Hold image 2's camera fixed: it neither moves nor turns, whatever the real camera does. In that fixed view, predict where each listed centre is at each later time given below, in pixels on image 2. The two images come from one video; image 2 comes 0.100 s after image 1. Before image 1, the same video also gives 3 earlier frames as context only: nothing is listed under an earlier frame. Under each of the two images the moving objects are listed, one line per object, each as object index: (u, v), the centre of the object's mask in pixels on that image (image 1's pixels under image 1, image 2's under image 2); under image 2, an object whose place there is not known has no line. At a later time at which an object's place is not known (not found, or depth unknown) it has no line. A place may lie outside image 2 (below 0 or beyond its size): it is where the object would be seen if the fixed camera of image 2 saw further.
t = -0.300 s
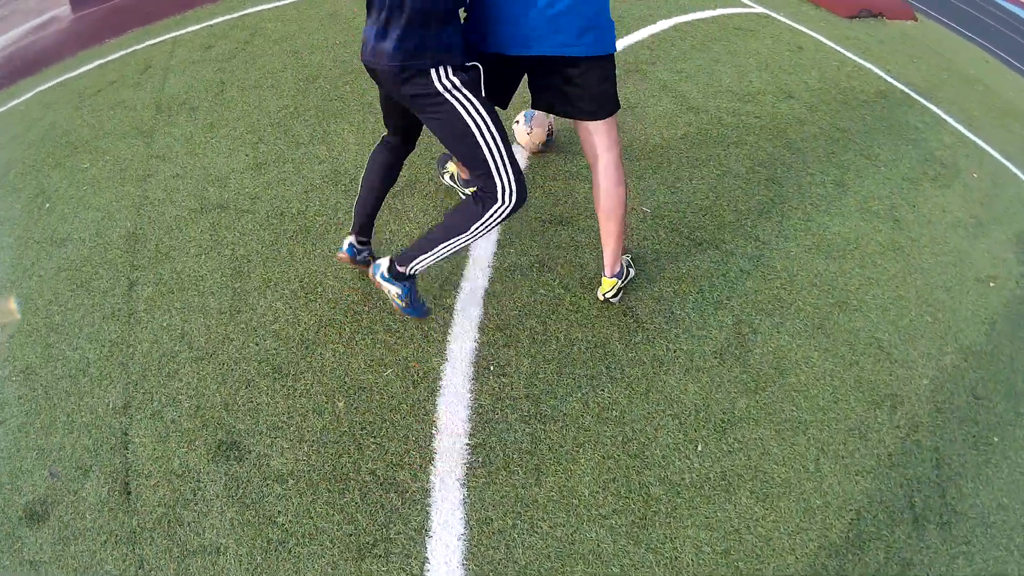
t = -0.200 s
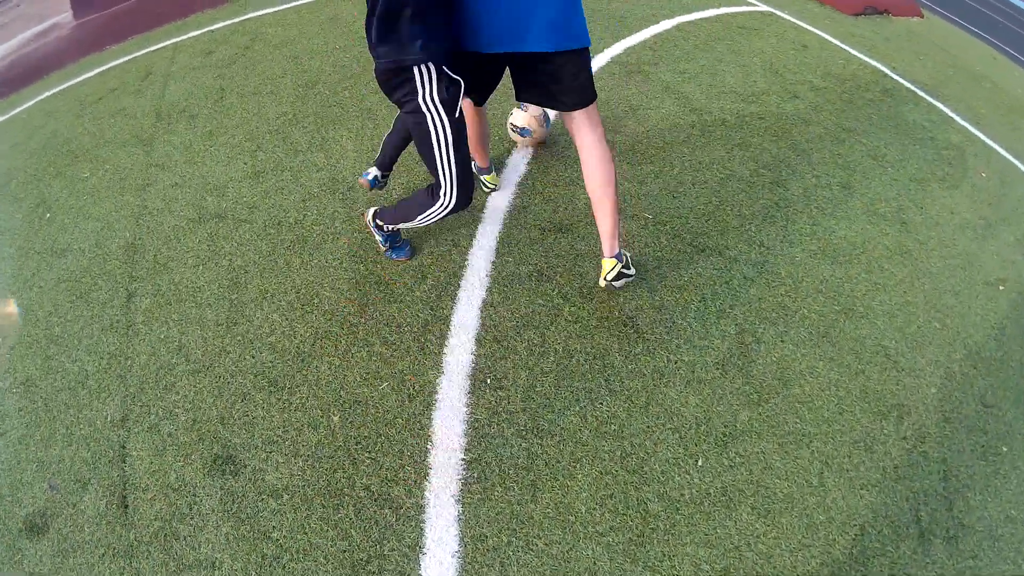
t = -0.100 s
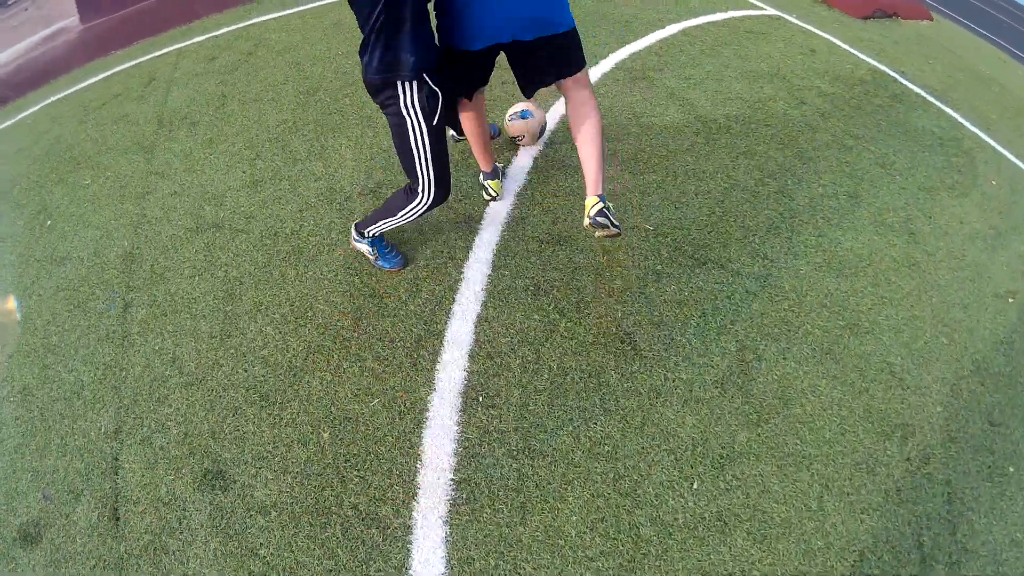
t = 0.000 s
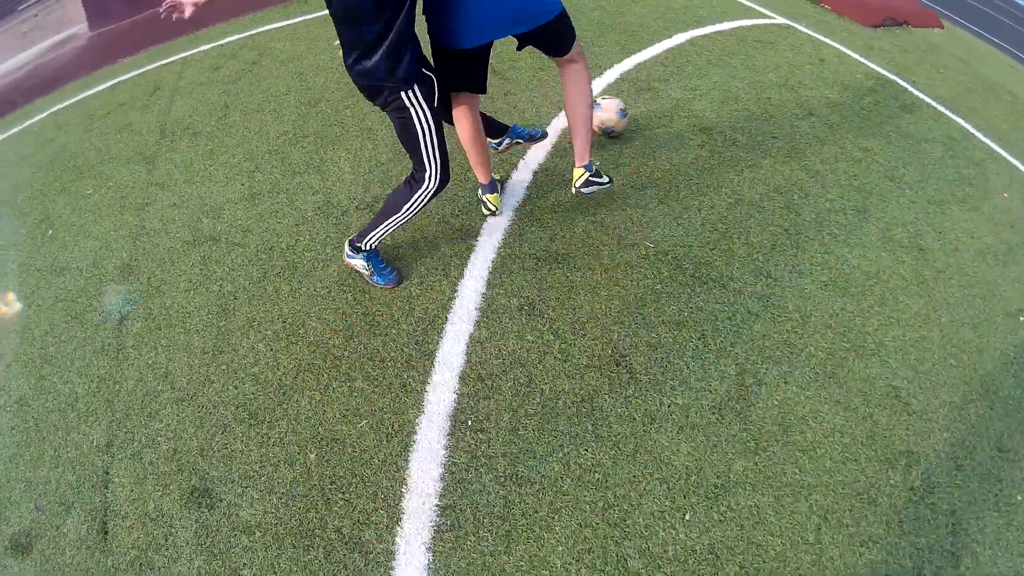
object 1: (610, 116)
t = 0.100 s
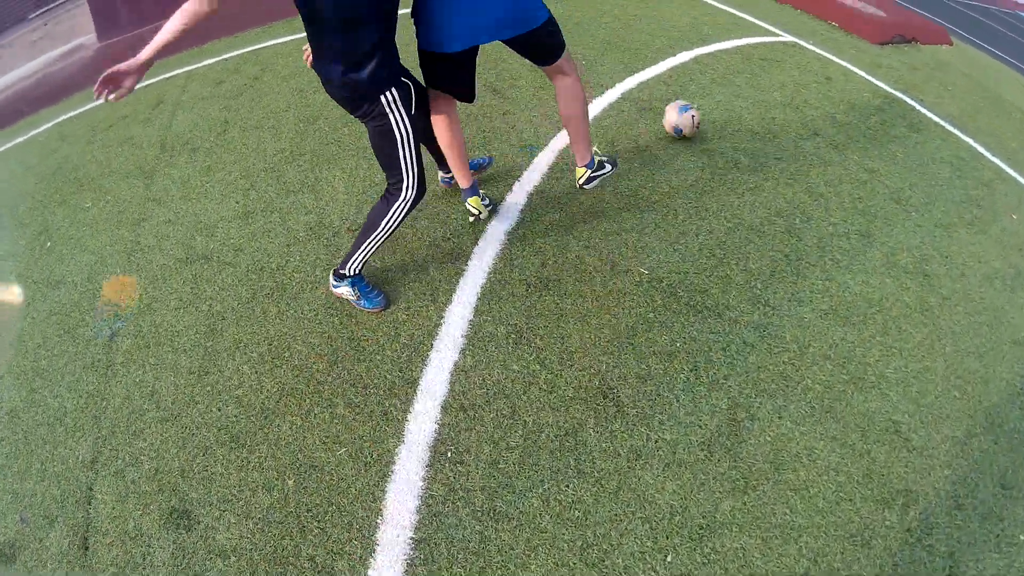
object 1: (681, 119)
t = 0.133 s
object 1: (702, 114)
